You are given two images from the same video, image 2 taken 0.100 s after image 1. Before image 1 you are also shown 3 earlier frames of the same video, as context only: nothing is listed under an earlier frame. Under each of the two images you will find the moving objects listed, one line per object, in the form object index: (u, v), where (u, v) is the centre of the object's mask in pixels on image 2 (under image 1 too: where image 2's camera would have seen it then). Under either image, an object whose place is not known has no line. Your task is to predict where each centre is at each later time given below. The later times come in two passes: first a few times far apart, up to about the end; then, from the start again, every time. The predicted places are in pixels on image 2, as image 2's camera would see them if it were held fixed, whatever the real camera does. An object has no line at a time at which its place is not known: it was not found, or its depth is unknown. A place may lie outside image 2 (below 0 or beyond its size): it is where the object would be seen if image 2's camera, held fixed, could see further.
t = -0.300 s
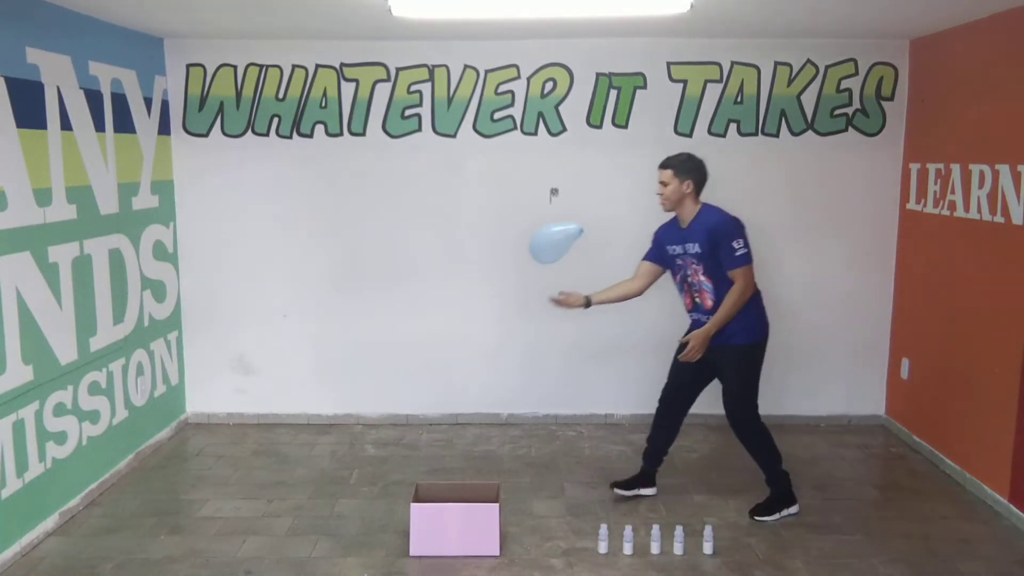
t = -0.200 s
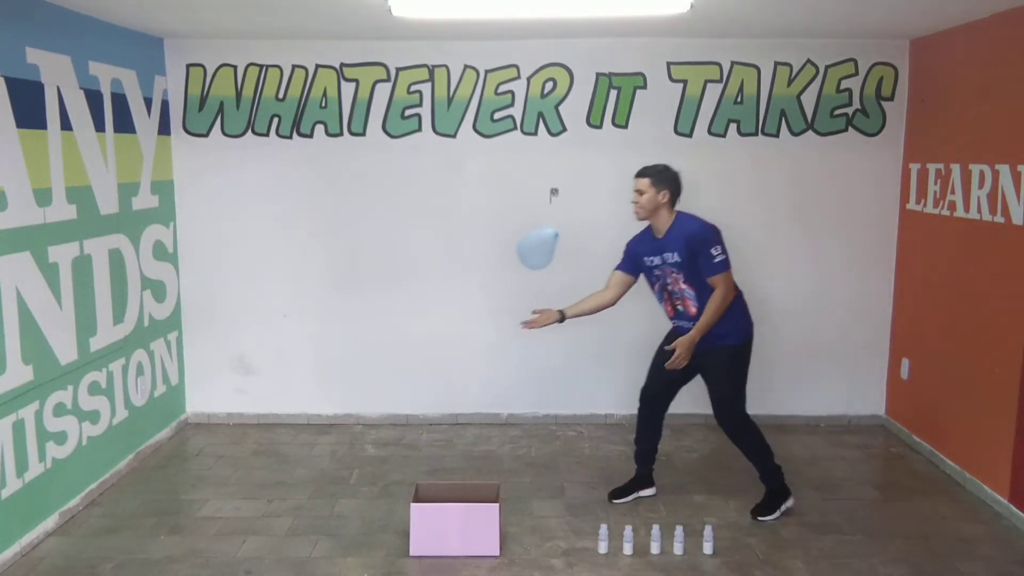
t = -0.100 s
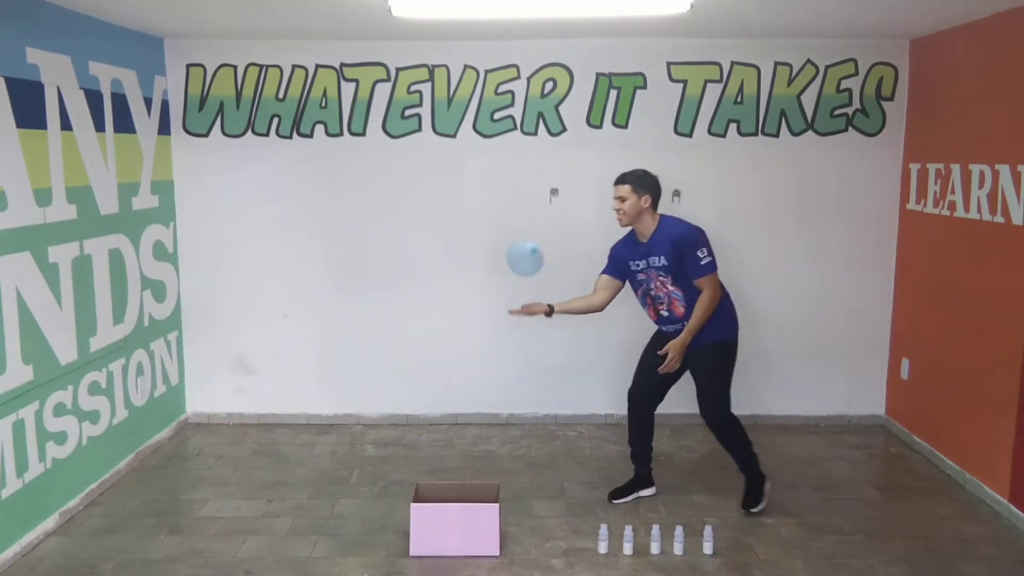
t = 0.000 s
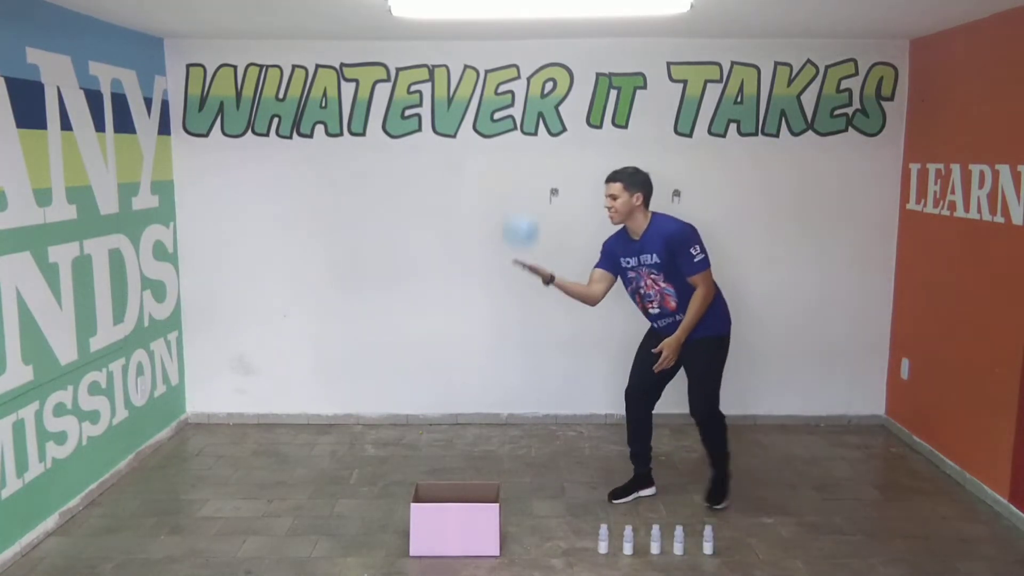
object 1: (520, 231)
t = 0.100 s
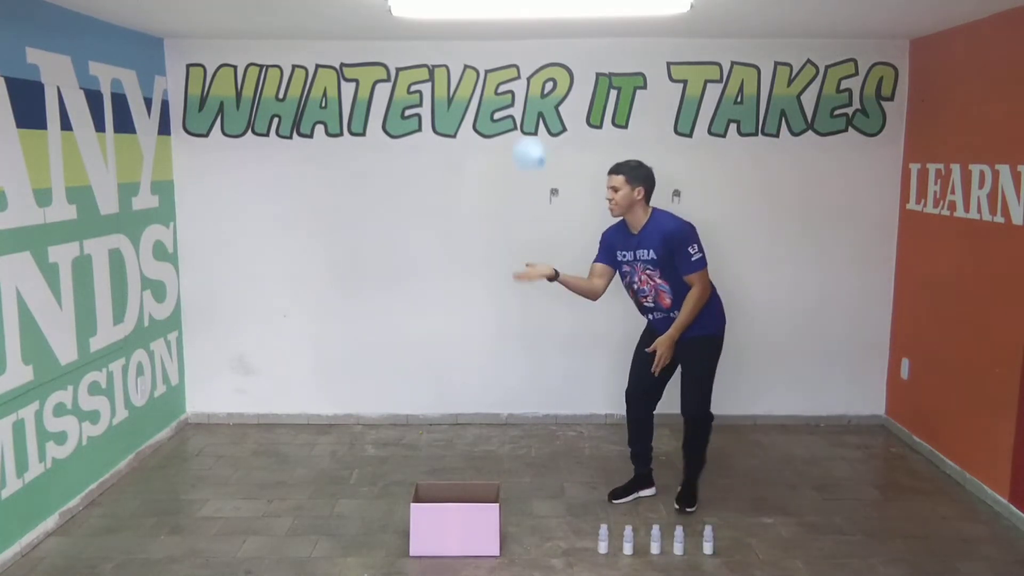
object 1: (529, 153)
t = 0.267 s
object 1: (538, 116)
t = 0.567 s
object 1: (535, 119)
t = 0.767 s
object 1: (531, 136)
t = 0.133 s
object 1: (532, 141)
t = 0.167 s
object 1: (534, 132)
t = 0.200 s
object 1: (535, 125)
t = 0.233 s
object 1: (537, 120)
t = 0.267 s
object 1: (538, 116)
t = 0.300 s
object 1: (538, 113)
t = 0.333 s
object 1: (537, 111)
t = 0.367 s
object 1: (537, 110)
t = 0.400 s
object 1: (536, 110)
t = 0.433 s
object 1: (536, 111)
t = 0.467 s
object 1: (536, 113)
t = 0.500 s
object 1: (536, 115)
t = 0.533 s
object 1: (536, 117)
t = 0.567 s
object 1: (535, 119)
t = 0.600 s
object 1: (535, 122)
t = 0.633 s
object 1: (535, 124)
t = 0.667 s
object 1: (534, 126)
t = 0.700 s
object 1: (533, 129)
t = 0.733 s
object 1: (533, 132)
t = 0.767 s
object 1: (531, 136)
